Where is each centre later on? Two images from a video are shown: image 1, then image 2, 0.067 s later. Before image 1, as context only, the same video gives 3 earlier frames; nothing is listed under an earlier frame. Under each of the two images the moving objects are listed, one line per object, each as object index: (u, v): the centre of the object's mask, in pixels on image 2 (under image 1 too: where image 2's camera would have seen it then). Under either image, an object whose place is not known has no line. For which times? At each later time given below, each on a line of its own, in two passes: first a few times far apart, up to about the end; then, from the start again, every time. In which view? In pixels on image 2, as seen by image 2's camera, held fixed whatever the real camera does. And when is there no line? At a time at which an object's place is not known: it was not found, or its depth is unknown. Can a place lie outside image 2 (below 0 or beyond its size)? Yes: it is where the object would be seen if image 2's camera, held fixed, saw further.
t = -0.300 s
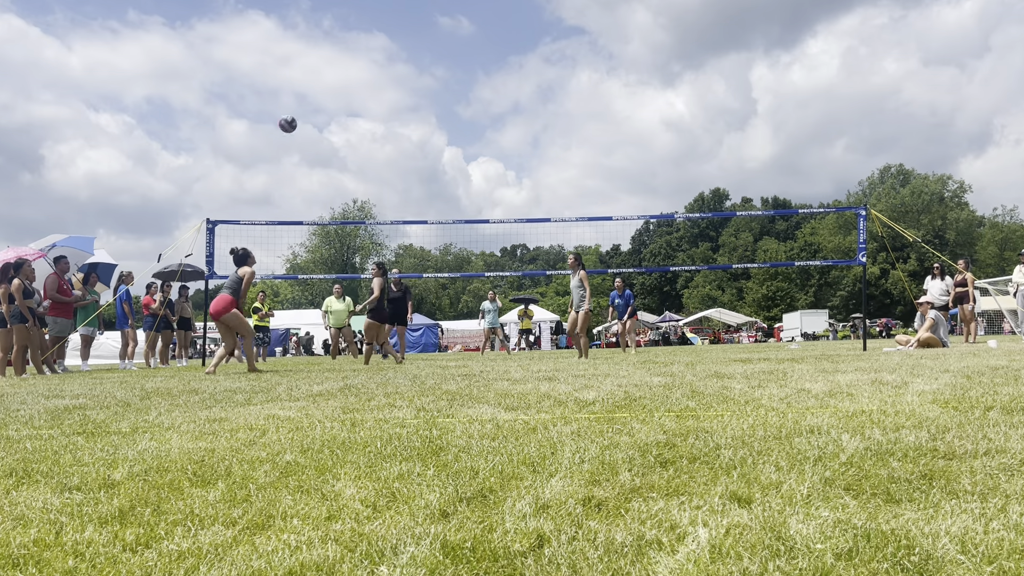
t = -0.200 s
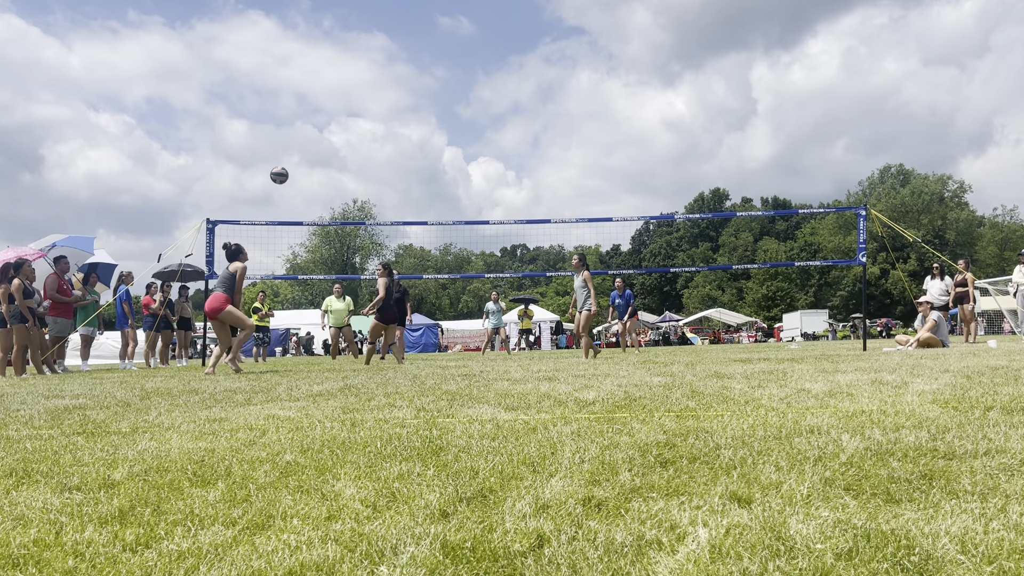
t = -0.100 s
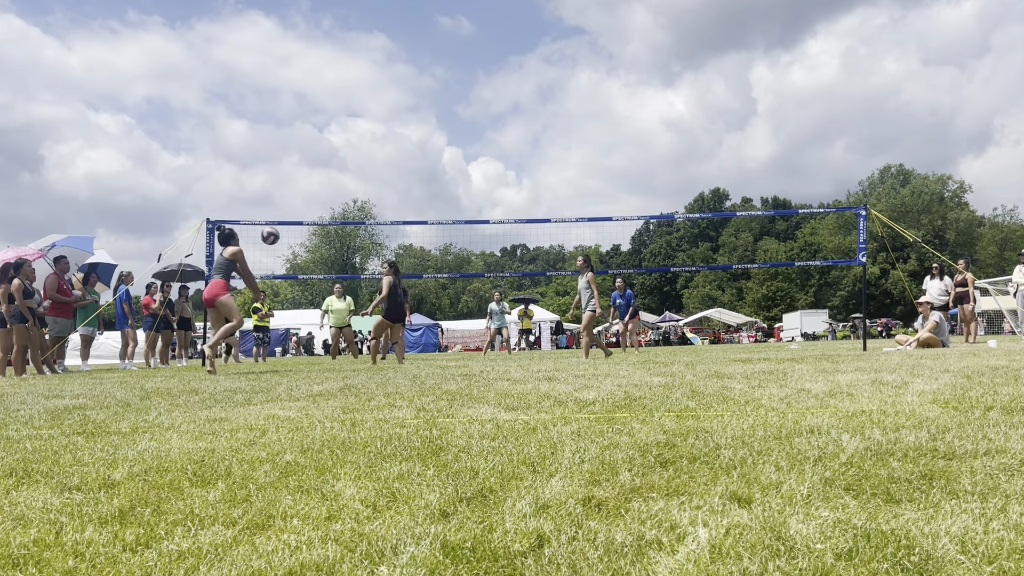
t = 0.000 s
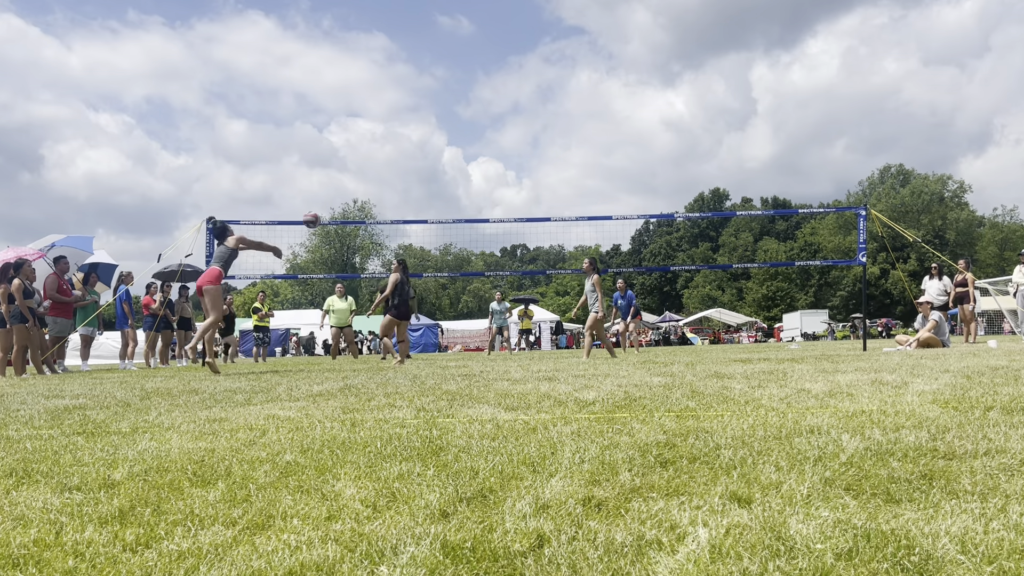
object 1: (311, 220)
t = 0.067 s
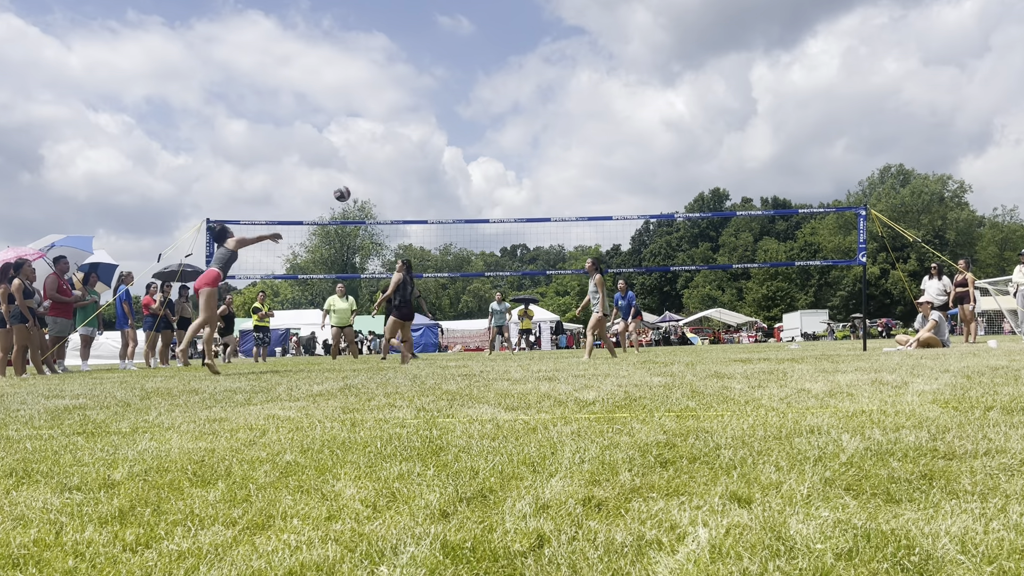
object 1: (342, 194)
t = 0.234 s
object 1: (408, 152)
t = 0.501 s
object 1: (491, 140)
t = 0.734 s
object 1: (547, 168)
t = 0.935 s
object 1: (587, 213)
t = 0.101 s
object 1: (356, 183)
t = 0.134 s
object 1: (370, 173)
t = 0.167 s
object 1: (383, 166)
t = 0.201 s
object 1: (396, 158)
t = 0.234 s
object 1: (408, 152)
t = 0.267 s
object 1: (420, 147)
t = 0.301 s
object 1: (431, 144)
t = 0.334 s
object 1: (442, 141)
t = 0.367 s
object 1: (452, 139)
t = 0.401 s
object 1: (462, 138)
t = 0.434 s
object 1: (472, 138)
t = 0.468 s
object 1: (482, 139)
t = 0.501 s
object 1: (491, 140)
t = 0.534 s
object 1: (500, 142)
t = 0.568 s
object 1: (508, 145)
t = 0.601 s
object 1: (517, 149)
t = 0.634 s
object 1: (525, 153)
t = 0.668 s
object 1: (532, 157)
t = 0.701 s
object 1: (540, 162)
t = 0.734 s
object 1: (547, 168)
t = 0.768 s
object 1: (554, 175)
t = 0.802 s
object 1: (561, 182)
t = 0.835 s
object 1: (568, 189)
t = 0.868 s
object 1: (574, 196)
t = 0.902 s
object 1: (580, 205)
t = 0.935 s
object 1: (587, 213)
